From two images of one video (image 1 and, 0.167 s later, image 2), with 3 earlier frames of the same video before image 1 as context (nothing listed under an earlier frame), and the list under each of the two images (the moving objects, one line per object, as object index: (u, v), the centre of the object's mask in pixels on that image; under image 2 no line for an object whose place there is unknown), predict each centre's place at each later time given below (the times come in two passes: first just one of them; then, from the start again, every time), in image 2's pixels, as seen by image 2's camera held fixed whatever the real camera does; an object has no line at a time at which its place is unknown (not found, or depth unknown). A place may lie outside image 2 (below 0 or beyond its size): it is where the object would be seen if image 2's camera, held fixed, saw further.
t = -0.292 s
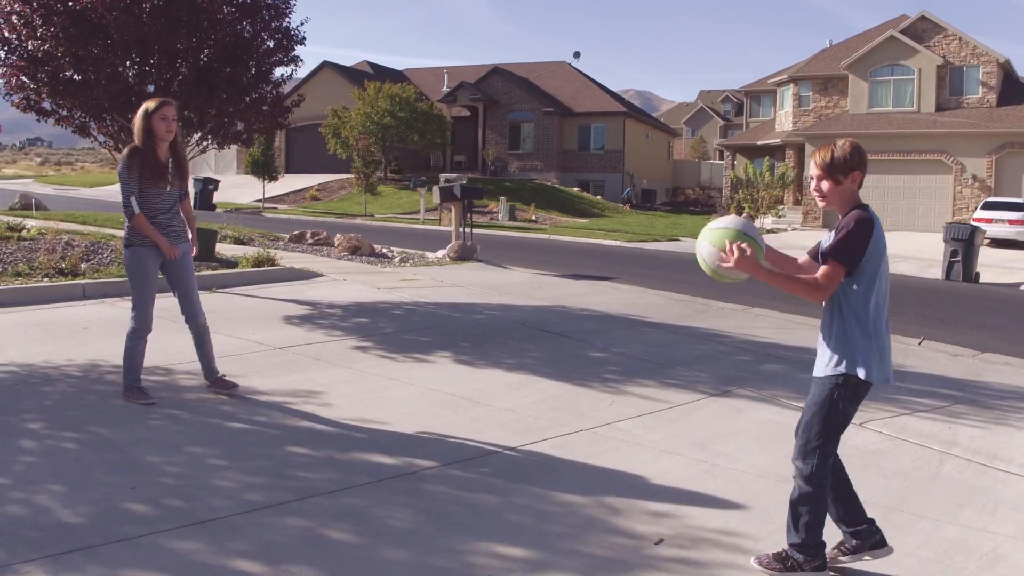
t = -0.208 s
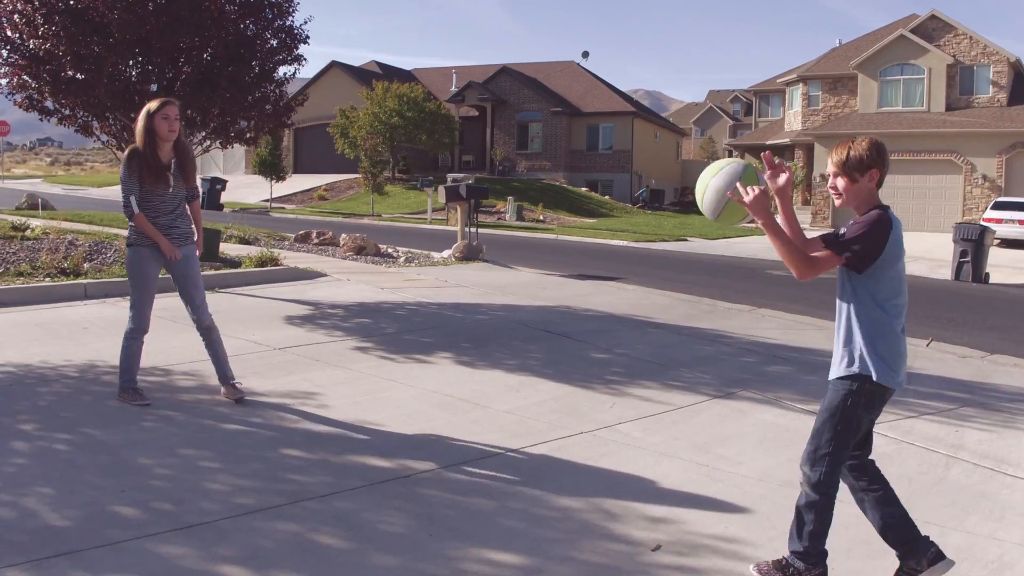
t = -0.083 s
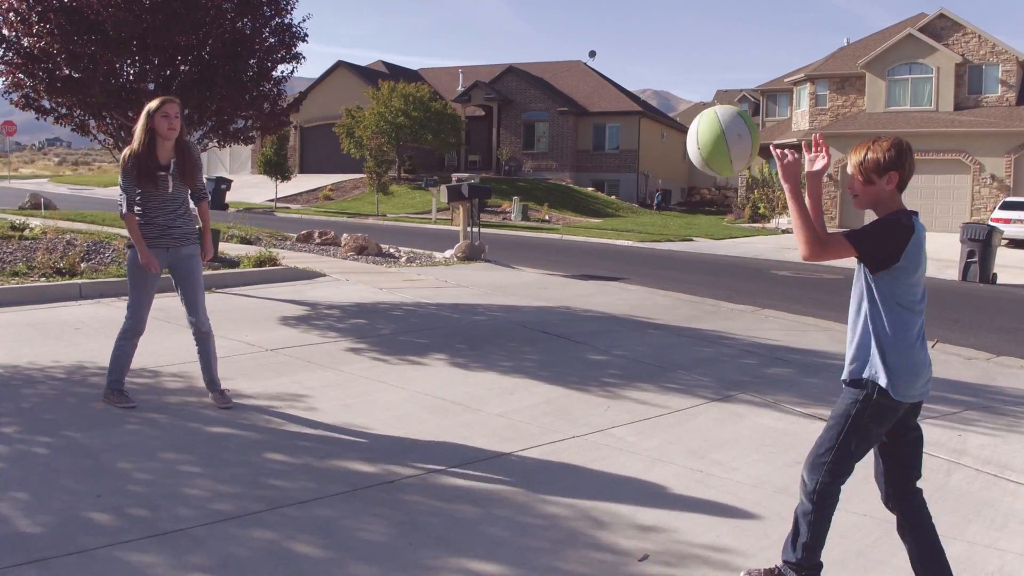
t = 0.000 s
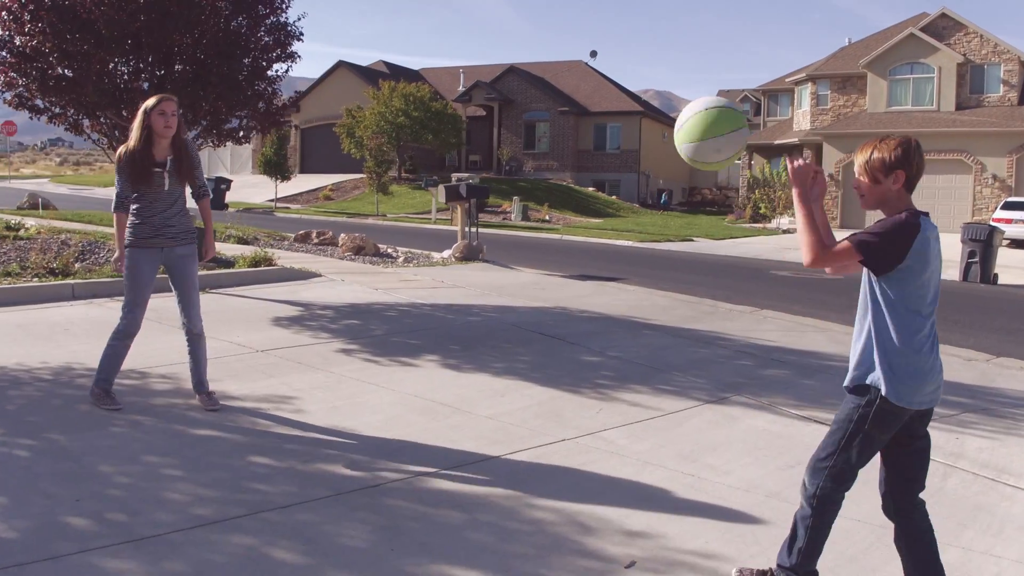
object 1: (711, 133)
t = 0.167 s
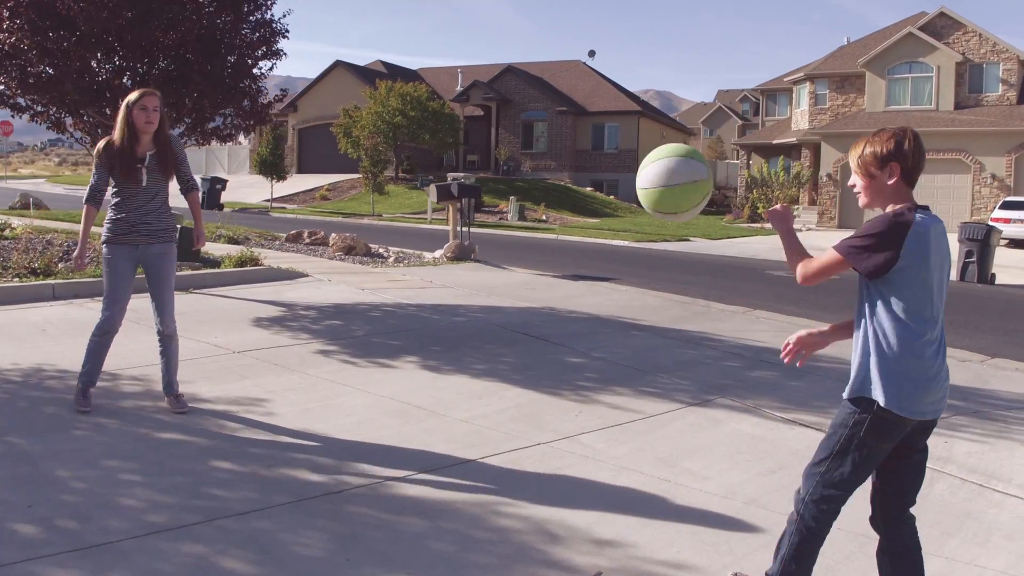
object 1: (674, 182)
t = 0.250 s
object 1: (661, 246)
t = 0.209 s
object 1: (669, 210)
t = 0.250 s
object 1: (661, 246)
